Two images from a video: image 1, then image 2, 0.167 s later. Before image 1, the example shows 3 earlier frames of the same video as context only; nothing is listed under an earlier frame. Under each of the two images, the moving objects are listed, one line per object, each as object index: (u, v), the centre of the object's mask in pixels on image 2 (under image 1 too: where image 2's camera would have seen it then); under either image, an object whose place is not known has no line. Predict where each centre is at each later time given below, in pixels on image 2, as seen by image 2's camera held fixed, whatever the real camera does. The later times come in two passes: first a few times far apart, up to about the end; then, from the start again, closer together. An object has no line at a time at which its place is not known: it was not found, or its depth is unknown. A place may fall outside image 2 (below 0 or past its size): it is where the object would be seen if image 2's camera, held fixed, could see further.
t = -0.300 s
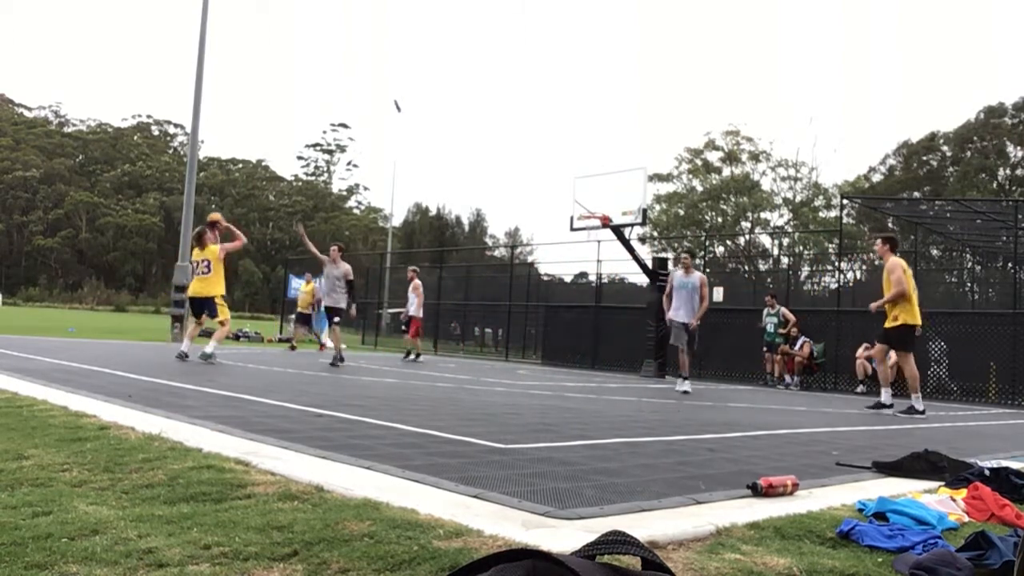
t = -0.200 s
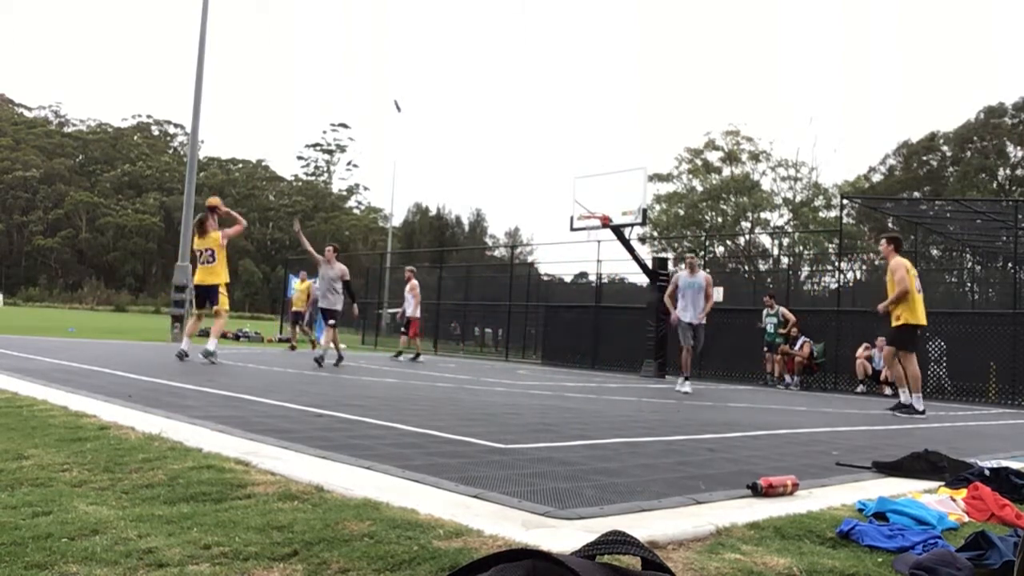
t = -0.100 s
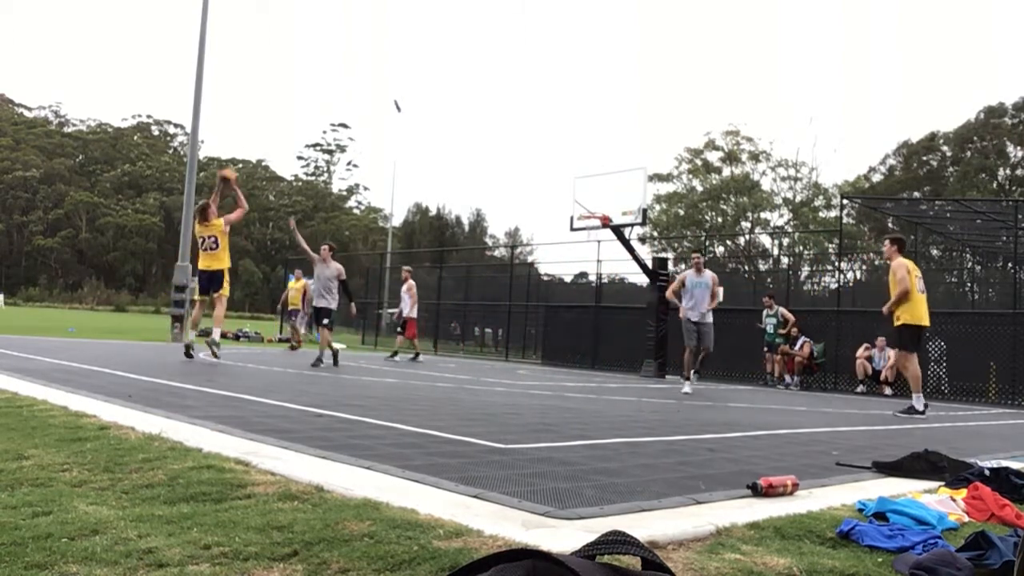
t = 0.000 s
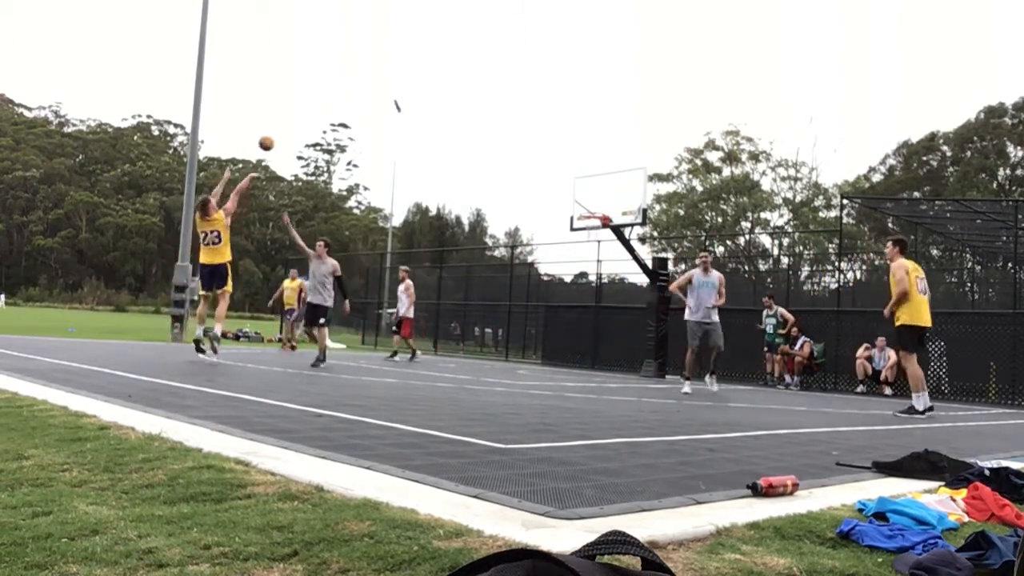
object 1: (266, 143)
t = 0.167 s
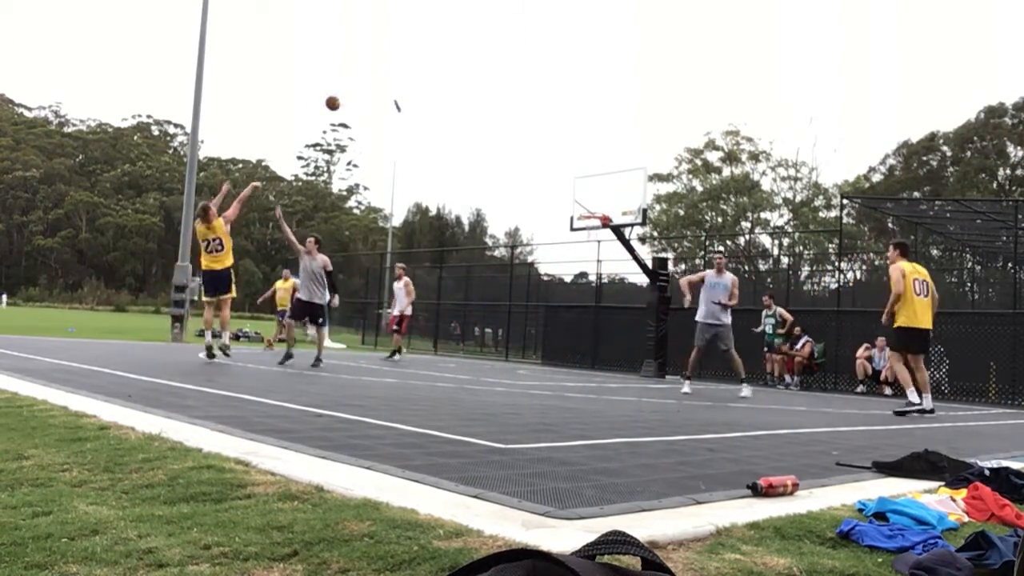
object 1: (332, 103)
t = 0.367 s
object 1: (401, 83)
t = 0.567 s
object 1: (460, 87)
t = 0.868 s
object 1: (534, 133)
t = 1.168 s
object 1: (596, 216)
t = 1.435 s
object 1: (600, 258)
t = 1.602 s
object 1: (596, 297)
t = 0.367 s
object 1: (401, 83)
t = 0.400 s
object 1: (411, 82)
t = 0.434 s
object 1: (421, 82)
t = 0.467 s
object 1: (431, 82)
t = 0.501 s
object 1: (441, 83)
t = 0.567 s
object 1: (460, 87)
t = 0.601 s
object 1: (468, 90)
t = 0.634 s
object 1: (477, 94)
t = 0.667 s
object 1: (486, 98)
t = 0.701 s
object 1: (494, 103)
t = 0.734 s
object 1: (503, 108)
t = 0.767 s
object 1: (511, 113)
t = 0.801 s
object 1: (519, 120)
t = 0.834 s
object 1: (526, 126)
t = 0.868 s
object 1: (534, 133)
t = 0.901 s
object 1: (542, 141)
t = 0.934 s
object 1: (549, 148)
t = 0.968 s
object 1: (556, 157)
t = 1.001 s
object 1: (563, 165)
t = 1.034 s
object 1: (570, 175)
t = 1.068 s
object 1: (577, 184)
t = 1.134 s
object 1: (590, 205)
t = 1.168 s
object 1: (596, 216)
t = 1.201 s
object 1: (601, 224)
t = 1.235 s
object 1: (604, 228)
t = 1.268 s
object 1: (602, 231)
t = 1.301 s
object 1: (601, 236)
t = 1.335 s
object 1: (601, 241)
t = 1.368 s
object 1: (600, 246)
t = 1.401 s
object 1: (600, 252)
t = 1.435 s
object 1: (600, 258)
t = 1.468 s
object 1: (599, 265)
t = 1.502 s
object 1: (599, 271)
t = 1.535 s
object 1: (598, 279)
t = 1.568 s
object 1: (596, 288)
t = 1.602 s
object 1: (596, 297)
